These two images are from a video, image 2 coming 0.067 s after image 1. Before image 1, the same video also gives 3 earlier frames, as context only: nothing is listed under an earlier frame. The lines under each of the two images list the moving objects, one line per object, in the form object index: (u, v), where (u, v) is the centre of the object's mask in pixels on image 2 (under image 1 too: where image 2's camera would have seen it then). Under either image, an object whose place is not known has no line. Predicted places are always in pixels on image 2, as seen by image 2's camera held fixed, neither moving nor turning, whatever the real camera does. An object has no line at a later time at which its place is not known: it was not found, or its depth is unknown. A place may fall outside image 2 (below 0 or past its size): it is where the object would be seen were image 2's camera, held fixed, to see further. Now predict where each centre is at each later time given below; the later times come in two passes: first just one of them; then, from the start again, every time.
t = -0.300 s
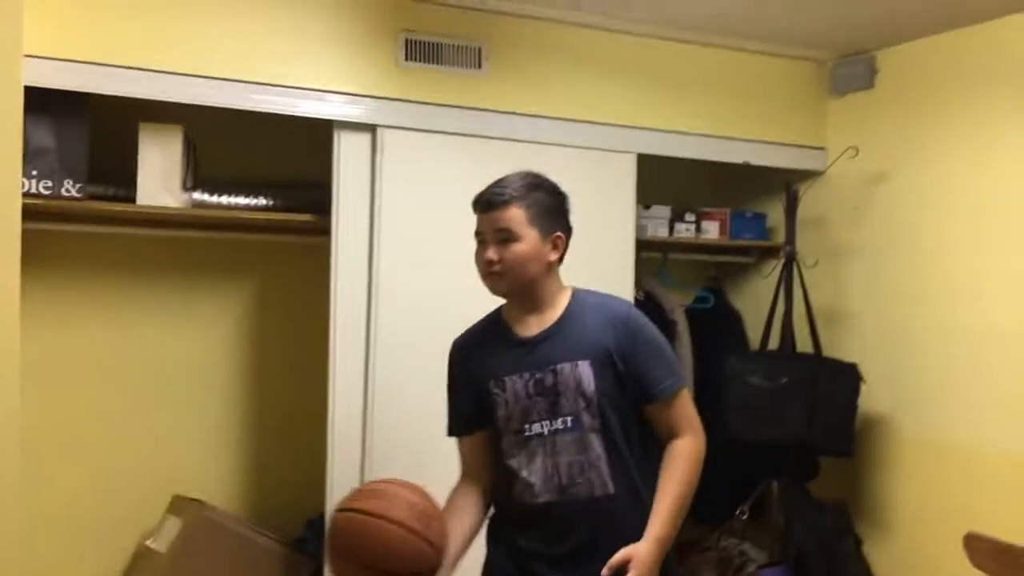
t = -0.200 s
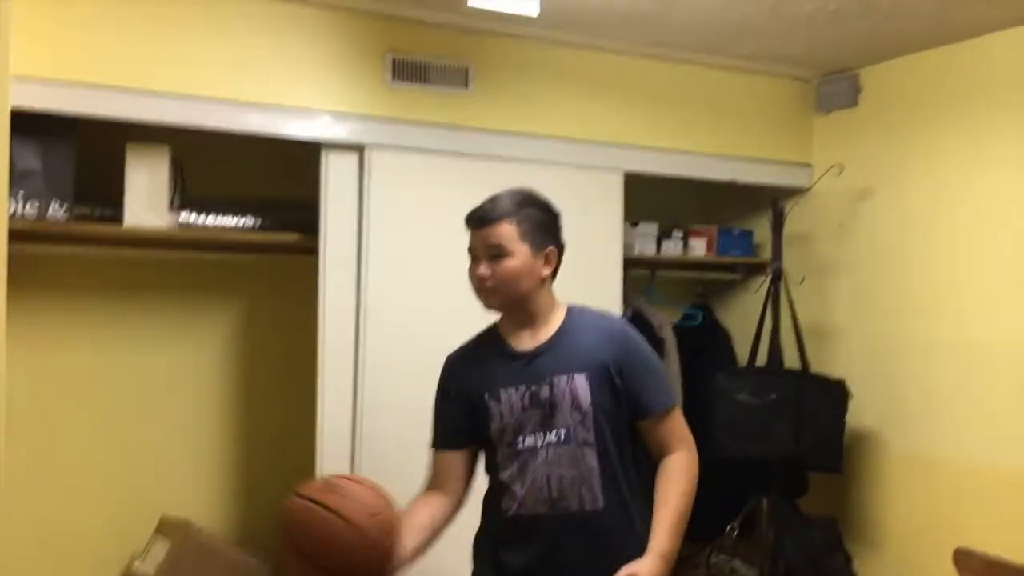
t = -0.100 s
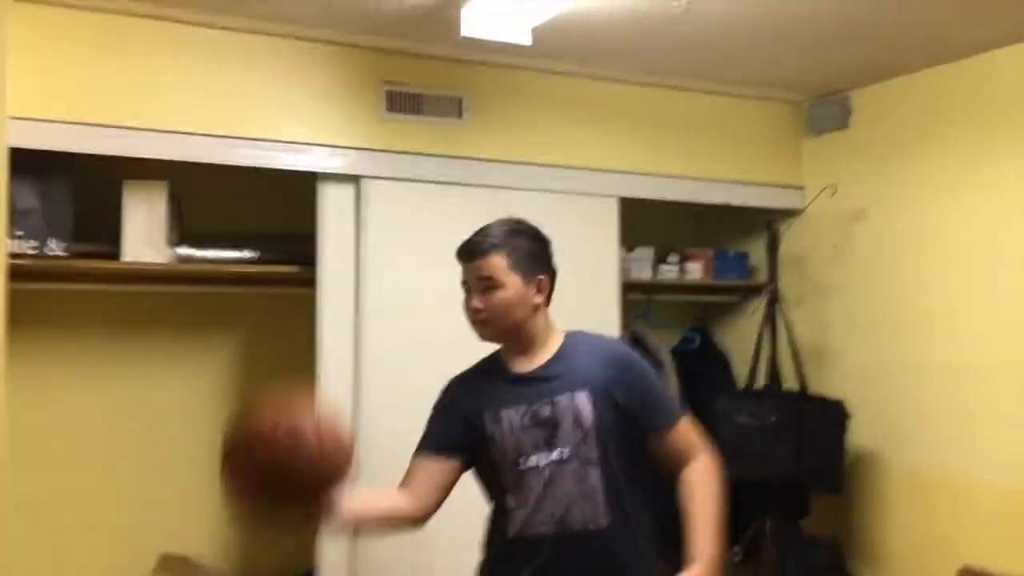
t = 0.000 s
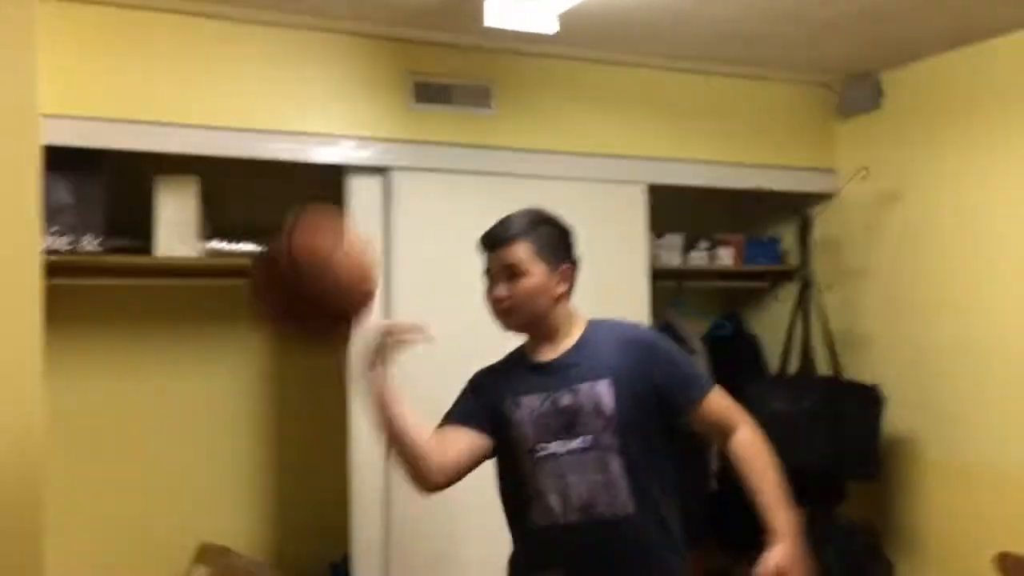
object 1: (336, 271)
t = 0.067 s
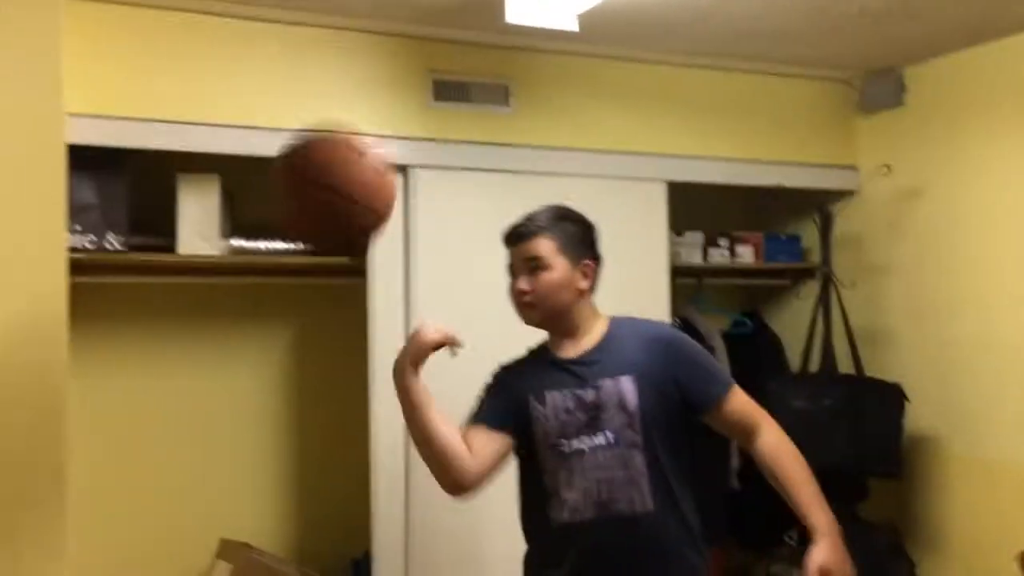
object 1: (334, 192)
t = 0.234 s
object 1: (329, 60)
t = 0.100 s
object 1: (332, 153)
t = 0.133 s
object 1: (332, 120)
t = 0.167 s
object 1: (331, 94)
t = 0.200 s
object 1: (331, 75)
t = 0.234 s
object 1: (329, 60)
